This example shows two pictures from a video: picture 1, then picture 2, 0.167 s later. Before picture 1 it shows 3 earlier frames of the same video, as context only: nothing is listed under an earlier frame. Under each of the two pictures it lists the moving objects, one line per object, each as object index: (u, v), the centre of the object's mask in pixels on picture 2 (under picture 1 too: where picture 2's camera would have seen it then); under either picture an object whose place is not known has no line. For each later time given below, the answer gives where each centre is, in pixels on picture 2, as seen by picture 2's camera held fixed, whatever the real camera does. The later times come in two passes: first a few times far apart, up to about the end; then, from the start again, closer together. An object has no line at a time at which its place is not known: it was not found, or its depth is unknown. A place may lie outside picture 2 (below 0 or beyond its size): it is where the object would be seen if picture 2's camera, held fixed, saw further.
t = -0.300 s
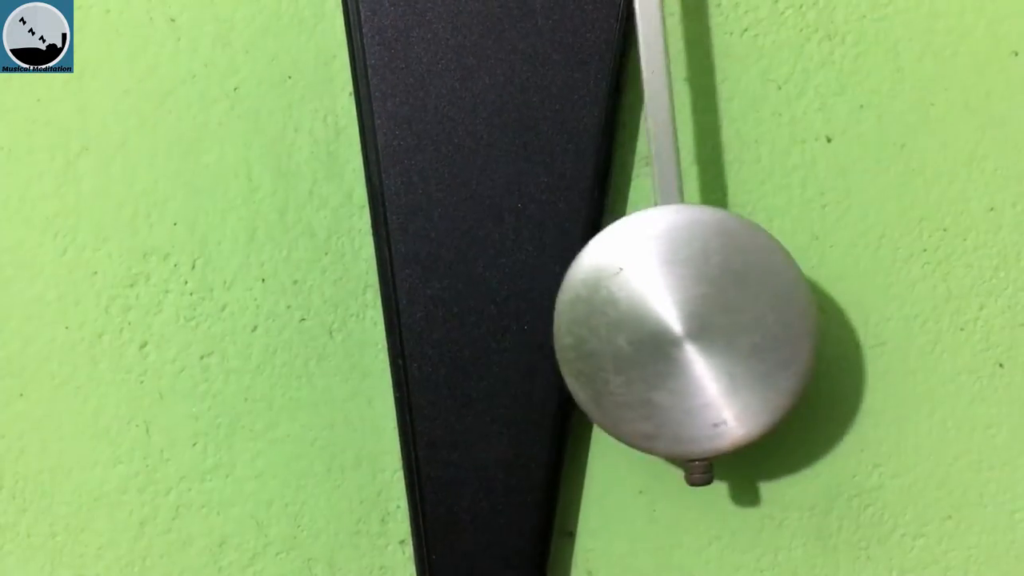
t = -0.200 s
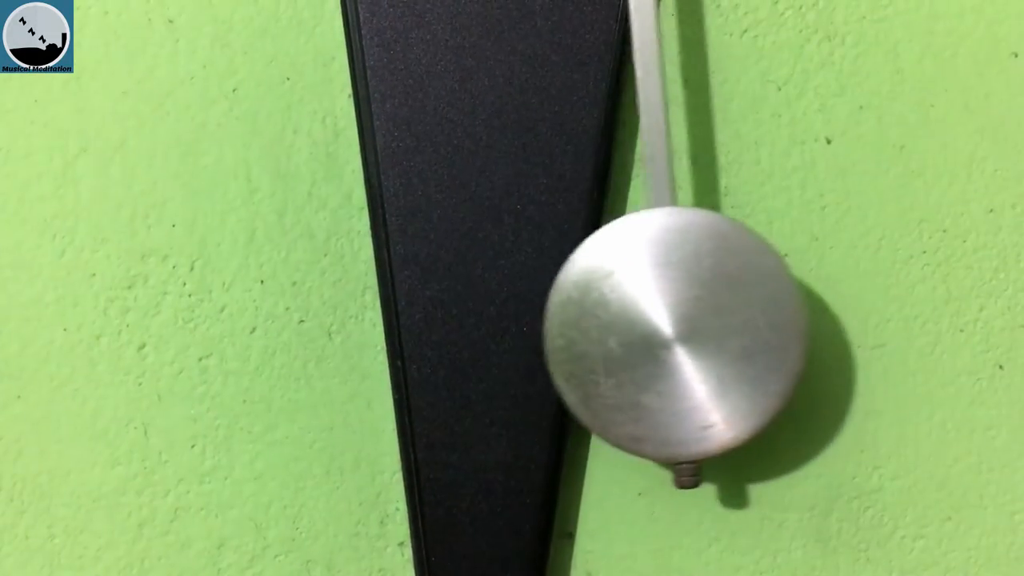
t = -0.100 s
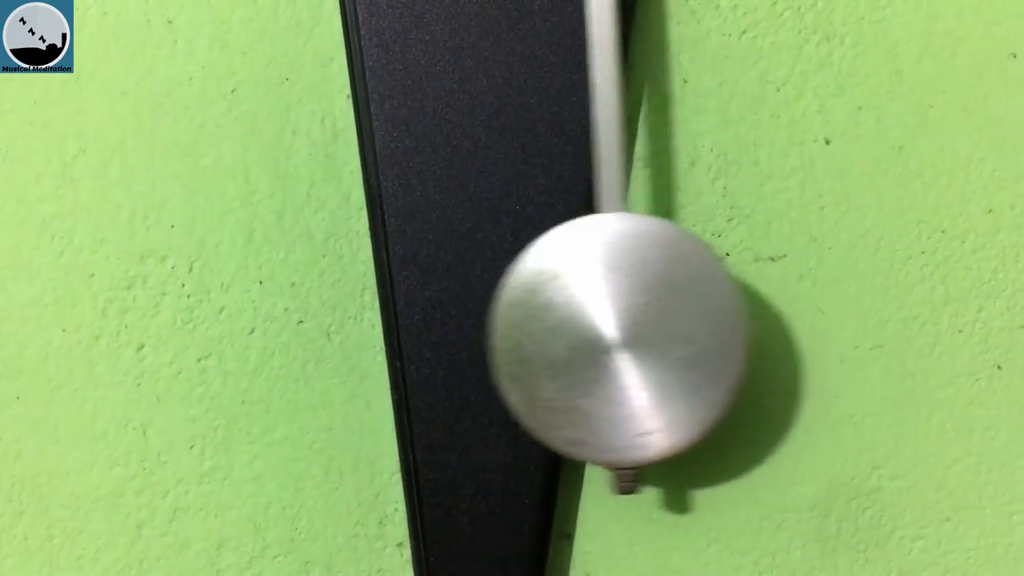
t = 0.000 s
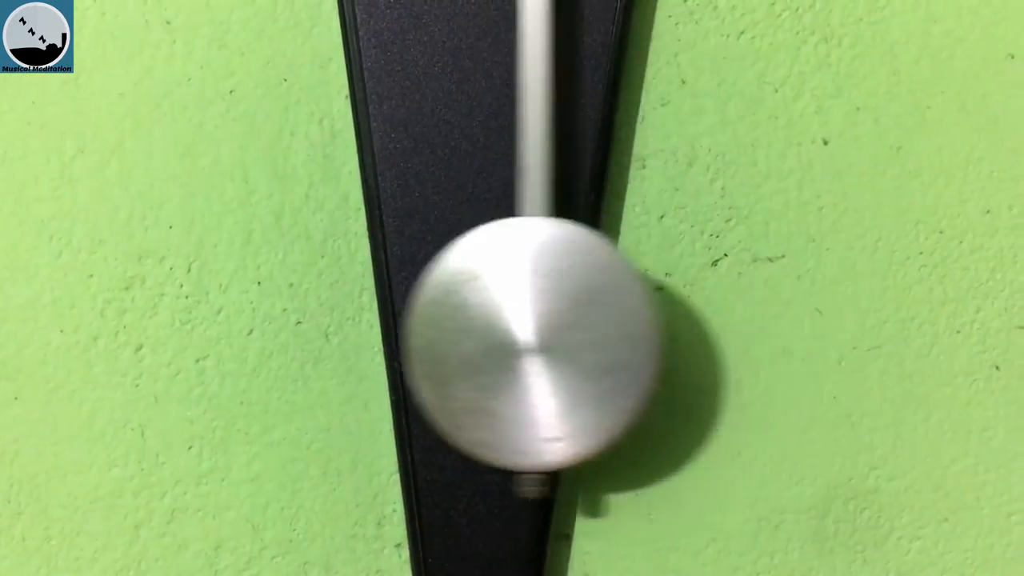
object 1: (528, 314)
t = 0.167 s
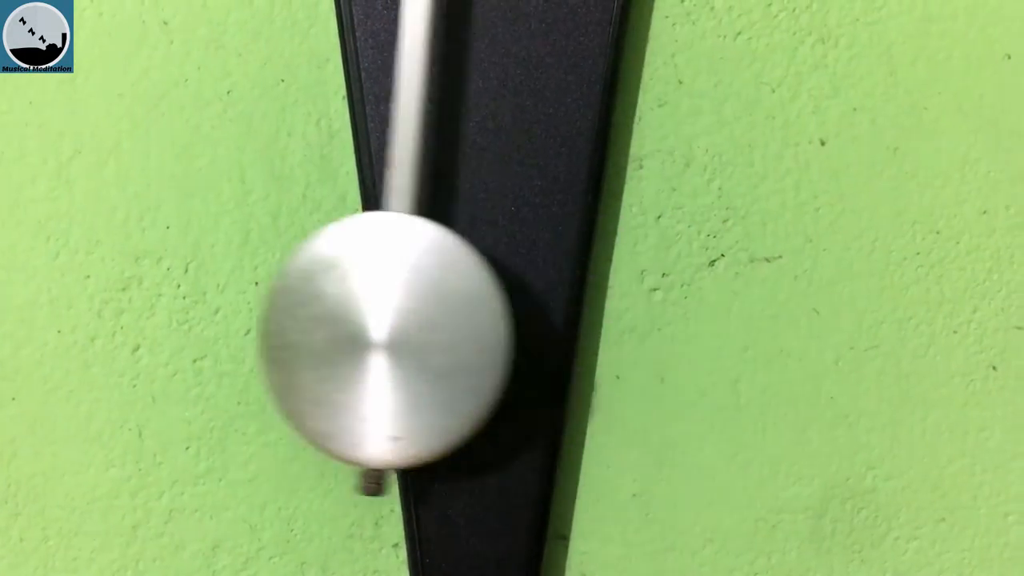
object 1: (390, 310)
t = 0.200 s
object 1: (368, 311)
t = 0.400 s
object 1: (341, 314)
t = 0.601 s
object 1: (486, 315)
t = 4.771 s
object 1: (475, 311)
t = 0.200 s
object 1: (368, 311)
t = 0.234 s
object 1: (350, 313)
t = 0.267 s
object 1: (337, 313)
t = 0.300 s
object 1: (329, 313)
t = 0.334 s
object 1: (327, 313)
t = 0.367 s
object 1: (332, 313)
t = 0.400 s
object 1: (341, 314)
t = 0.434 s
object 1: (356, 314)
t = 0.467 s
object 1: (376, 315)
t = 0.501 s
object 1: (401, 314)
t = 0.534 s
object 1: (427, 314)
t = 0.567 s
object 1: (456, 313)
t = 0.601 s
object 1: (486, 315)
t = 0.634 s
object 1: (514, 315)
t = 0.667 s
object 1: (545, 314)
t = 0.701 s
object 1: (574, 313)
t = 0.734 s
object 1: (601, 312)
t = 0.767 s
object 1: (624, 312)
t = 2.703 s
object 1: (331, 309)
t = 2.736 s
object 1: (337, 310)
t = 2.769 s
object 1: (348, 311)
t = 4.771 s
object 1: (475, 311)
